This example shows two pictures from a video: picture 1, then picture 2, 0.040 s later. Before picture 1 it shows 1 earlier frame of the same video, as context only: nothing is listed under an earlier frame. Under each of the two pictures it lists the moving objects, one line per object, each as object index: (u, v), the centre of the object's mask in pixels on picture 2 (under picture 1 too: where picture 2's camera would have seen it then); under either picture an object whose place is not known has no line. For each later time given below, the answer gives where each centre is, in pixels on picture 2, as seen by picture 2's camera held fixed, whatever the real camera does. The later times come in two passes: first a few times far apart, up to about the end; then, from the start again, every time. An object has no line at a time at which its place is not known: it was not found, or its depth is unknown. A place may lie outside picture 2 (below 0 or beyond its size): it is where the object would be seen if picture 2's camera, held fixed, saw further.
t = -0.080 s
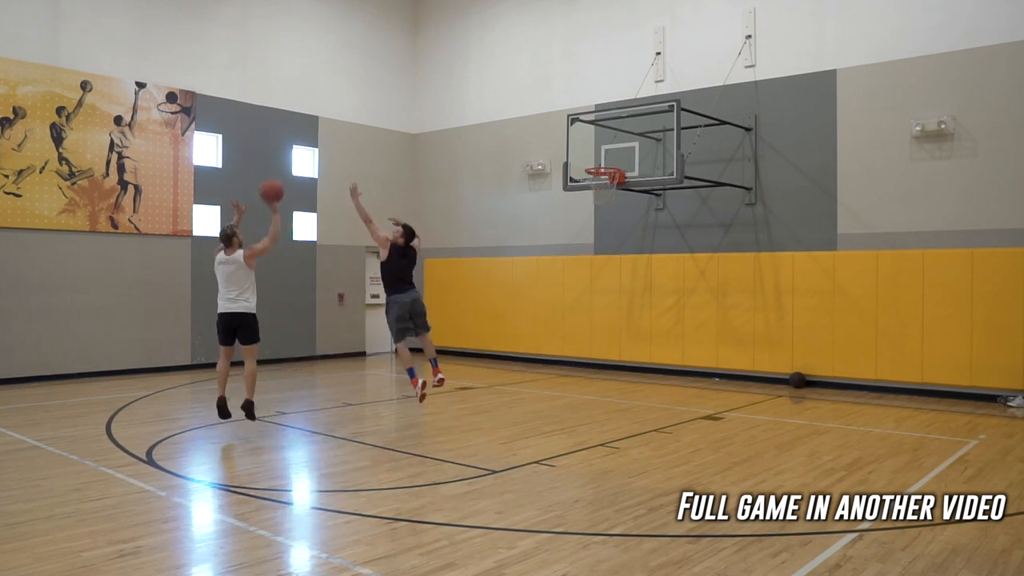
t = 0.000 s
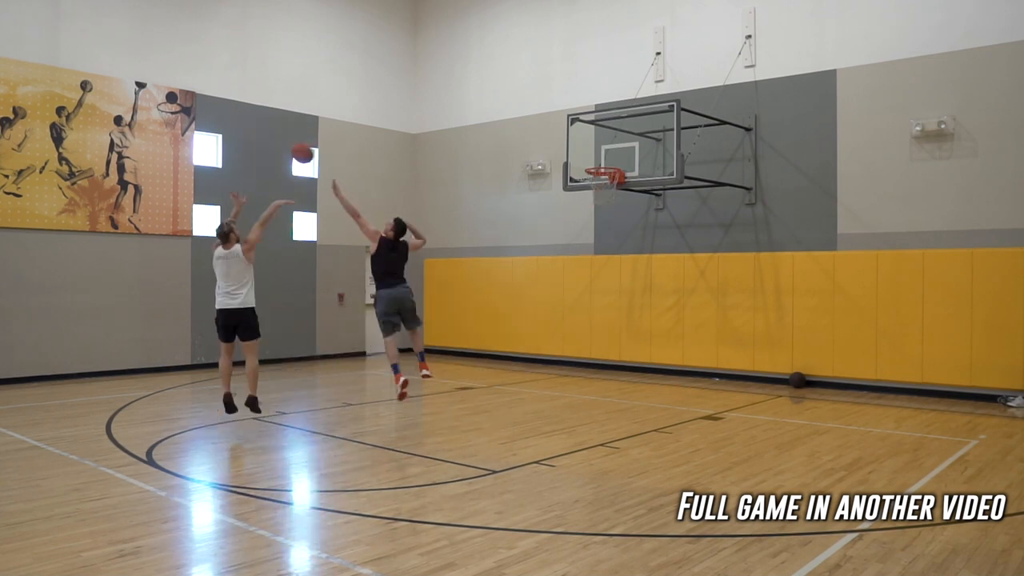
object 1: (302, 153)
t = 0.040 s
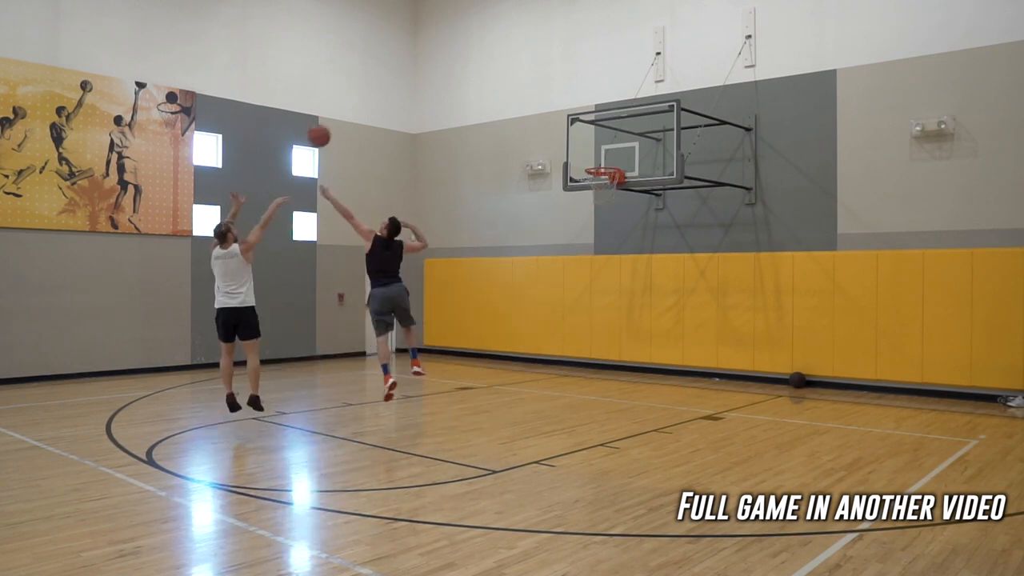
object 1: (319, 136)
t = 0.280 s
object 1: (407, 69)
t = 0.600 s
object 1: (503, 65)
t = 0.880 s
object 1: (576, 123)
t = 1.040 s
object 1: (611, 178)
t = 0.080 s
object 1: (335, 119)
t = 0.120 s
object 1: (350, 105)
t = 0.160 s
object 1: (363, 95)
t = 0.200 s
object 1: (378, 85)
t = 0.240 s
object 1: (392, 76)
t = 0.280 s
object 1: (407, 69)
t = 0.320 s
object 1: (421, 64)
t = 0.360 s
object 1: (431, 61)
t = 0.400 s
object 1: (445, 58)
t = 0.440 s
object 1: (457, 57)
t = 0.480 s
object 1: (470, 57)
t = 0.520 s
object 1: (482, 59)
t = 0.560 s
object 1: (492, 61)
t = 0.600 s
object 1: (503, 65)
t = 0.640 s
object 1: (515, 70)
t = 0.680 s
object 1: (526, 76)
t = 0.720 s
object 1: (537, 84)
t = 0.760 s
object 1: (546, 91)
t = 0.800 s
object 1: (556, 101)
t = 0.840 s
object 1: (566, 111)
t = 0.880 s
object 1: (576, 123)
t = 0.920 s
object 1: (584, 134)
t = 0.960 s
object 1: (593, 147)
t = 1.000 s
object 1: (603, 160)
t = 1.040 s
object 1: (611, 178)
